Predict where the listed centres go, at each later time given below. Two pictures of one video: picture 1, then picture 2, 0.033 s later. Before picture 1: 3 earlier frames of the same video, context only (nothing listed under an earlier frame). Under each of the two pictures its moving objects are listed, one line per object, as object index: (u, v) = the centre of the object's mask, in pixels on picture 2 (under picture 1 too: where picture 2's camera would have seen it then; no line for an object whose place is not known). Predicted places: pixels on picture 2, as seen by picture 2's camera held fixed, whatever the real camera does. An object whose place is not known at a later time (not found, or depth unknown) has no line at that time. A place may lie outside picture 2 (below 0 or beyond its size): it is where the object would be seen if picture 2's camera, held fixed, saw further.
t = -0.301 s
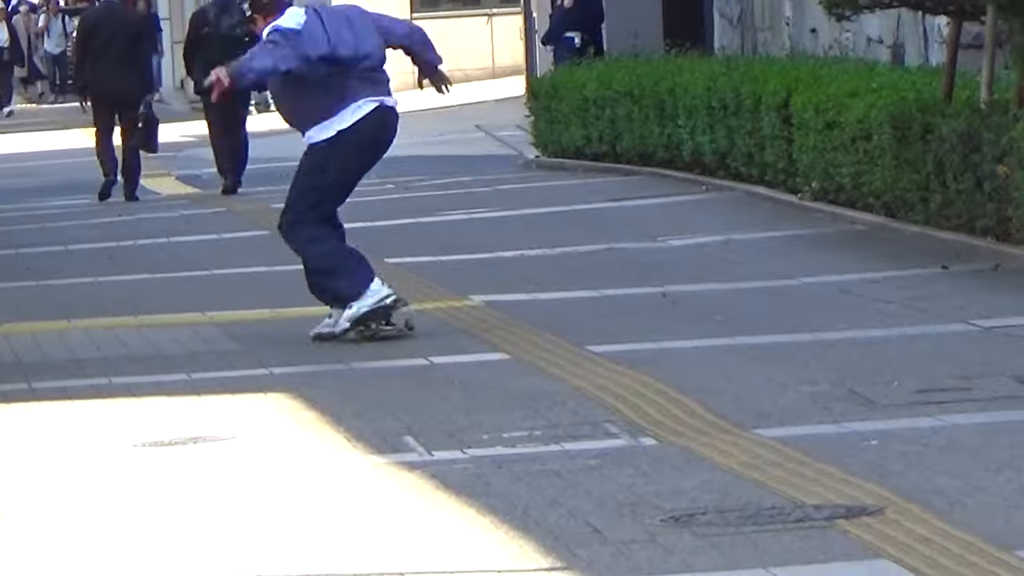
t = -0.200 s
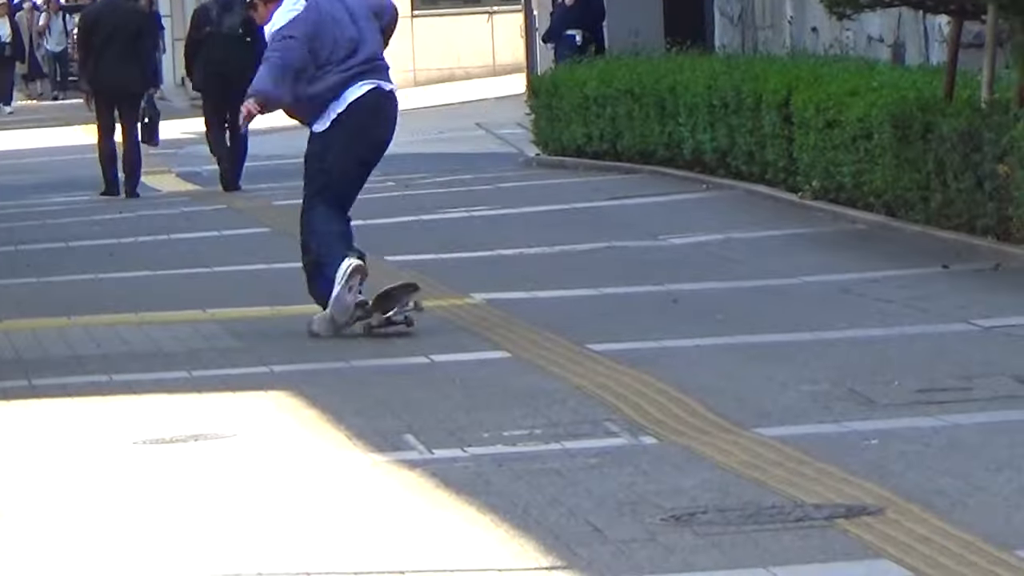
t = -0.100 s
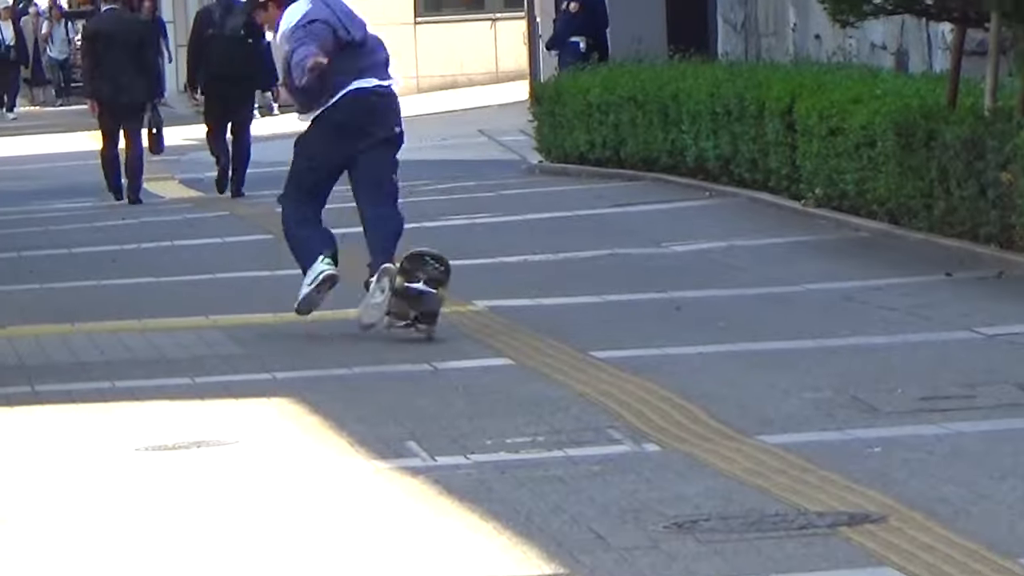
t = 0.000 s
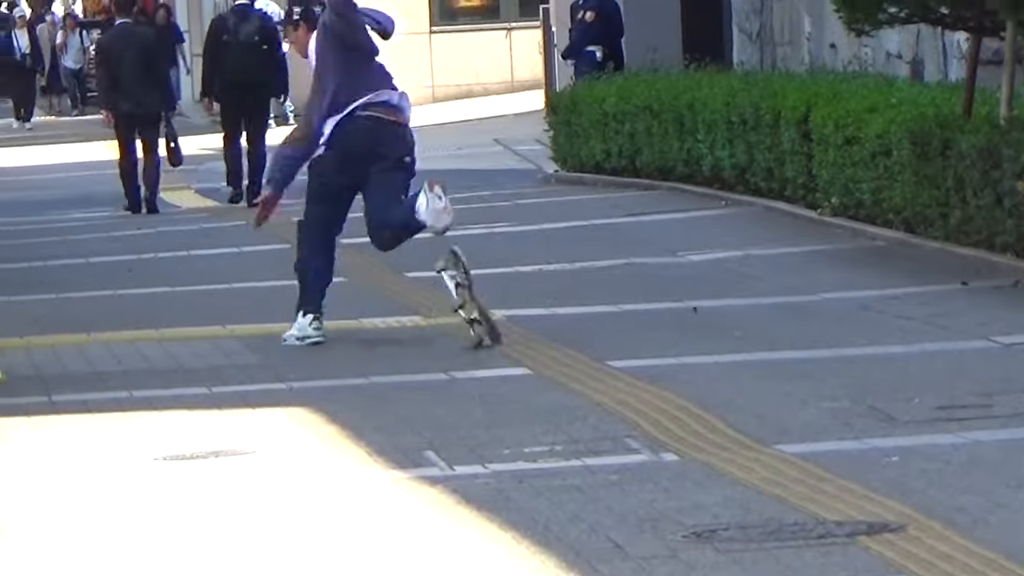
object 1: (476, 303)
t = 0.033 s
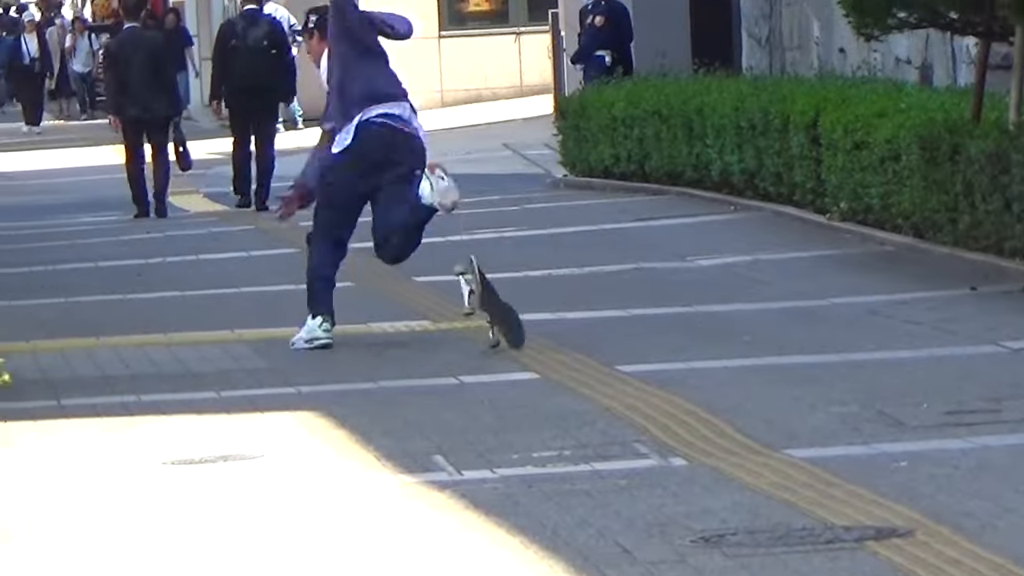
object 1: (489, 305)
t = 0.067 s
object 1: (501, 308)
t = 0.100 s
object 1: (513, 313)
